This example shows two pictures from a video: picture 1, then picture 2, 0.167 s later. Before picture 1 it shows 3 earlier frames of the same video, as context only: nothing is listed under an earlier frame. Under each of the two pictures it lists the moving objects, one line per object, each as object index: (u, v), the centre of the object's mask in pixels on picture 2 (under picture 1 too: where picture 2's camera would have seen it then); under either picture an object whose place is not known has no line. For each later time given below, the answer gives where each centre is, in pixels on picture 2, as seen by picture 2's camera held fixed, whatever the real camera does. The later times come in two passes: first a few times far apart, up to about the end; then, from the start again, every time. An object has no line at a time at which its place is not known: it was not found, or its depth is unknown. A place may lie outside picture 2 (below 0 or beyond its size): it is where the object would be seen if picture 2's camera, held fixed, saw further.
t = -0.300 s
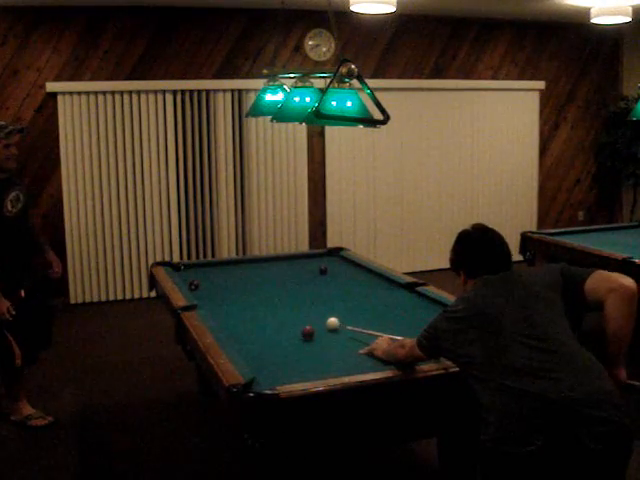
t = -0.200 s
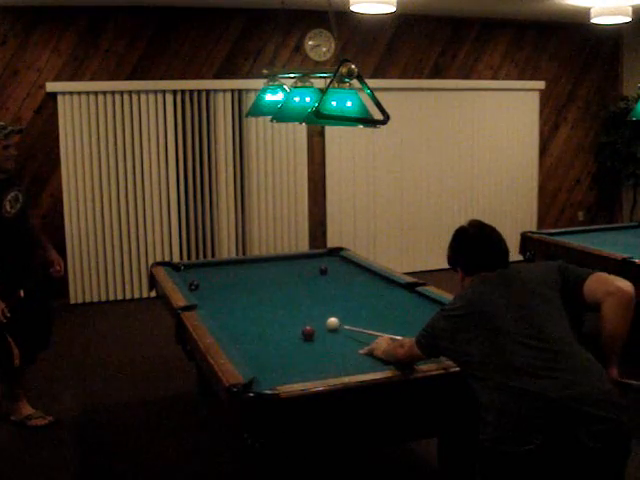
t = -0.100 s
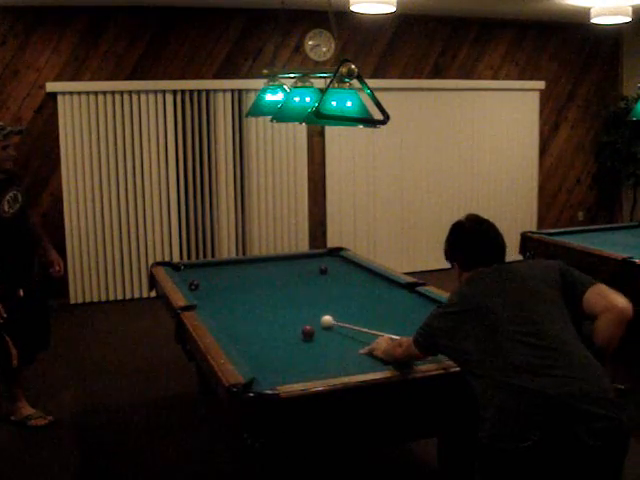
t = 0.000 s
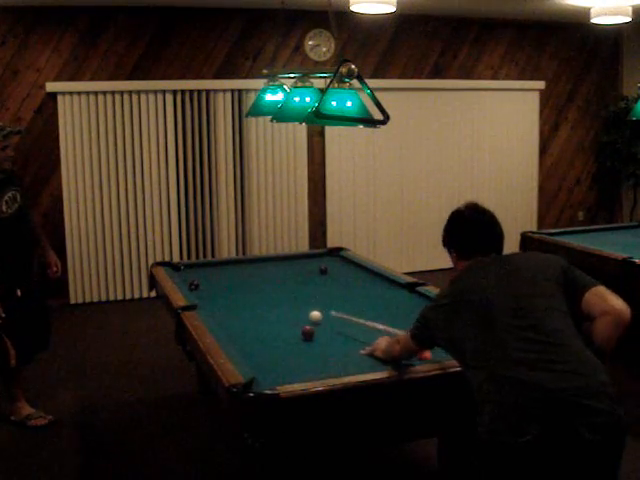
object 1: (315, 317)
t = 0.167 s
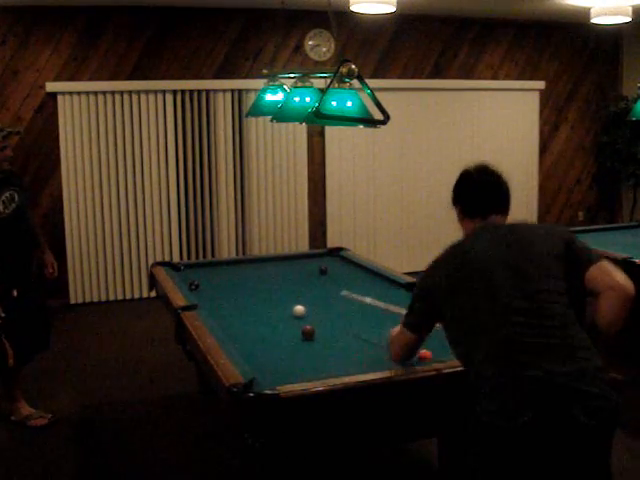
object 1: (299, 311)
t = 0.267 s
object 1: (290, 307)
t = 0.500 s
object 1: (270, 300)
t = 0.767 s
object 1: (251, 292)
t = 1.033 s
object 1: (234, 286)
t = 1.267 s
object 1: (220, 280)
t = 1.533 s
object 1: (207, 275)
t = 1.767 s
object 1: (197, 271)
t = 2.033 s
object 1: (186, 267)
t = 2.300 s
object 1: (187, 265)
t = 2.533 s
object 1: (188, 265)
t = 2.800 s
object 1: (190, 265)
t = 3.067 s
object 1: (191, 265)
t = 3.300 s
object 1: (191, 265)
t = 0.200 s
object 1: (296, 310)
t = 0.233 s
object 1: (293, 309)
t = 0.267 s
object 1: (290, 307)
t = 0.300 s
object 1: (287, 306)
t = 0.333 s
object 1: (284, 305)
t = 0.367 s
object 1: (281, 304)
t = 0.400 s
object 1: (278, 303)
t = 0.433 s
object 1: (276, 302)
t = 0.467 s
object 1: (273, 301)
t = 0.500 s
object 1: (270, 300)
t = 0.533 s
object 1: (268, 299)
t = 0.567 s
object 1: (265, 298)
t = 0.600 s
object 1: (263, 297)
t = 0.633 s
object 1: (260, 296)
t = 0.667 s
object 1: (258, 295)
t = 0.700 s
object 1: (255, 294)
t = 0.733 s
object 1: (253, 293)
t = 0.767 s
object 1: (251, 292)
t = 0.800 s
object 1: (248, 292)
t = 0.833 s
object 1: (246, 291)
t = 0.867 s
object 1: (244, 290)
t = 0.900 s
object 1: (242, 289)
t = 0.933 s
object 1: (240, 288)
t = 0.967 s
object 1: (238, 287)
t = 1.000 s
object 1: (236, 287)
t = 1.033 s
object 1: (234, 286)
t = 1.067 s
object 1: (232, 285)
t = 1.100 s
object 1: (230, 285)
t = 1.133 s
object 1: (228, 283)
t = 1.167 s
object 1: (226, 283)
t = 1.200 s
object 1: (224, 282)
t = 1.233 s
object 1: (222, 281)
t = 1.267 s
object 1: (220, 280)
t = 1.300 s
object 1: (219, 280)
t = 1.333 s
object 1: (217, 279)
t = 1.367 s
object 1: (215, 278)
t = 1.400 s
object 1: (214, 278)
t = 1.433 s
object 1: (212, 277)
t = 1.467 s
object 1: (211, 276)
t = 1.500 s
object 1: (209, 276)
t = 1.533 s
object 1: (207, 275)
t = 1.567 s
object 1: (206, 275)
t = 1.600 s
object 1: (204, 274)
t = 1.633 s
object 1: (203, 273)
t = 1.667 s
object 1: (201, 273)
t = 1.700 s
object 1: (200, 273)
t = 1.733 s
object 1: (198, 272)
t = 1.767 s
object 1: (197, 271)
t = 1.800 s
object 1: (196, 271)
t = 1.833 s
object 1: (194, 270)
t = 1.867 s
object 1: (193, 270)
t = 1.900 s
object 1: (191, 269)
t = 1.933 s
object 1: (190, 269)
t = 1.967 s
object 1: (189, 268)
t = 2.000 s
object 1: (187, 268)
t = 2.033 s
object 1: (186, 267)
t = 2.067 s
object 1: (185, 267)
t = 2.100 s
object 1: (185, 266)
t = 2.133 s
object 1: (186, 266)
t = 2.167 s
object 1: (186, 266)
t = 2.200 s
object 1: (186, 266)
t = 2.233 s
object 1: (186, 266)
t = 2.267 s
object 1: (186, 265)
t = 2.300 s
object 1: (187, 265)
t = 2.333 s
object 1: (187, 265)
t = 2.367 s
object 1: (187, 265)
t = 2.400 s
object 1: (187, 265)
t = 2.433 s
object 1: (187, 265)
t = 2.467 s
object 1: (188, 265)
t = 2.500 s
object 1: (188, 265)
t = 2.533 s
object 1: (188, 265)
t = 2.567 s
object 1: (188, 265)
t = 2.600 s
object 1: (188, 265)
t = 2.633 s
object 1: (188, 265)
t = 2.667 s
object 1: (189, 265)
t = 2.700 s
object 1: (189, 265)
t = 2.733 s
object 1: (189, 265)
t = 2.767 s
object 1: (189, 265)
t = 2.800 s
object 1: (190, 265)
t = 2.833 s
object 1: (190, 265)
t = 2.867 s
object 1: (190, 265)
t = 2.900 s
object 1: (190, 265)
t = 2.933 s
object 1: (190, 265)
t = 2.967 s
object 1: (190, 265)
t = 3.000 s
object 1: (190, 265)
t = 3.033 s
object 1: (190, 265)
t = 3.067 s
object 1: (191, 265)
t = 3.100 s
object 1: (191, 265)
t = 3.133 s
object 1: (191, 265)
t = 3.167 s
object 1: (191, 265)
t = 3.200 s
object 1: (191, 265)
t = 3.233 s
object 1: (191, 265)
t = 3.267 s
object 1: (191, 265)
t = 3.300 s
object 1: (191, 265)
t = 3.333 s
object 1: (191, 265)
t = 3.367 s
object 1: (191, 265)
